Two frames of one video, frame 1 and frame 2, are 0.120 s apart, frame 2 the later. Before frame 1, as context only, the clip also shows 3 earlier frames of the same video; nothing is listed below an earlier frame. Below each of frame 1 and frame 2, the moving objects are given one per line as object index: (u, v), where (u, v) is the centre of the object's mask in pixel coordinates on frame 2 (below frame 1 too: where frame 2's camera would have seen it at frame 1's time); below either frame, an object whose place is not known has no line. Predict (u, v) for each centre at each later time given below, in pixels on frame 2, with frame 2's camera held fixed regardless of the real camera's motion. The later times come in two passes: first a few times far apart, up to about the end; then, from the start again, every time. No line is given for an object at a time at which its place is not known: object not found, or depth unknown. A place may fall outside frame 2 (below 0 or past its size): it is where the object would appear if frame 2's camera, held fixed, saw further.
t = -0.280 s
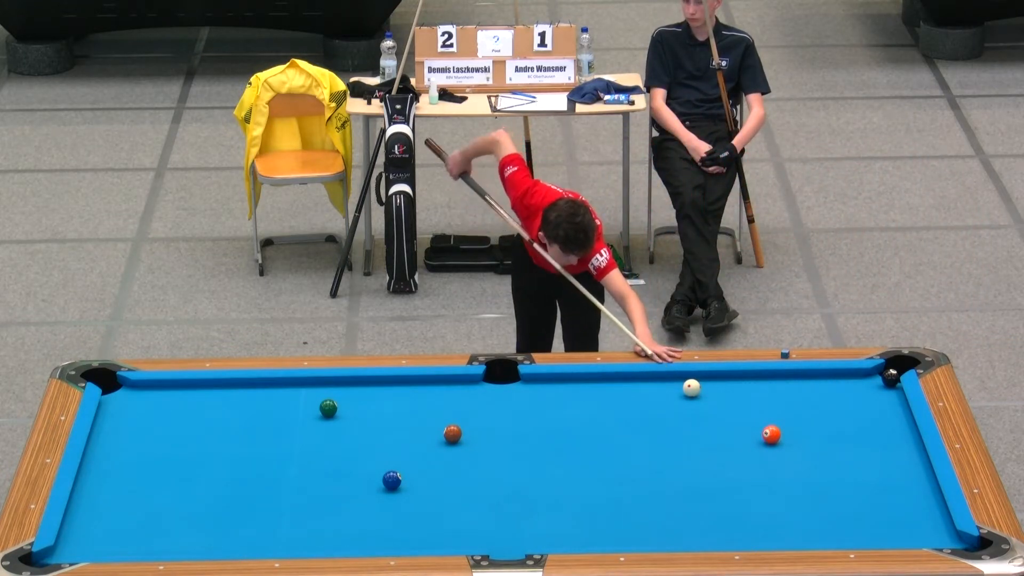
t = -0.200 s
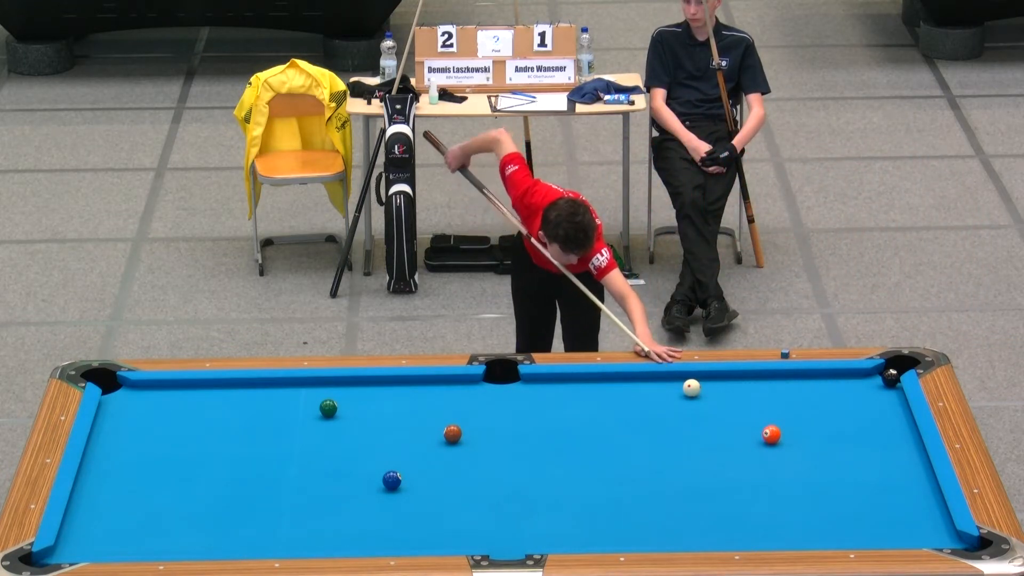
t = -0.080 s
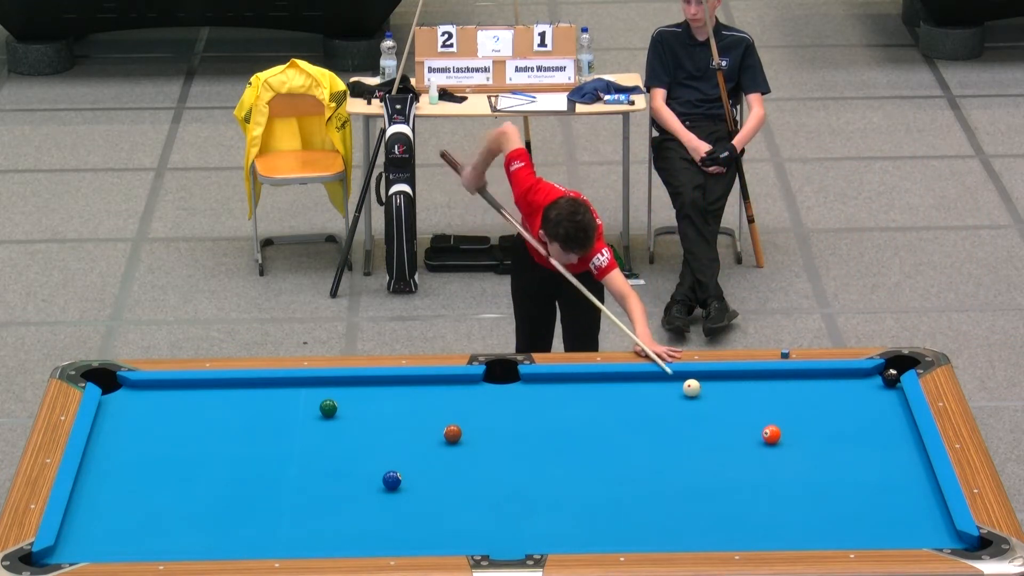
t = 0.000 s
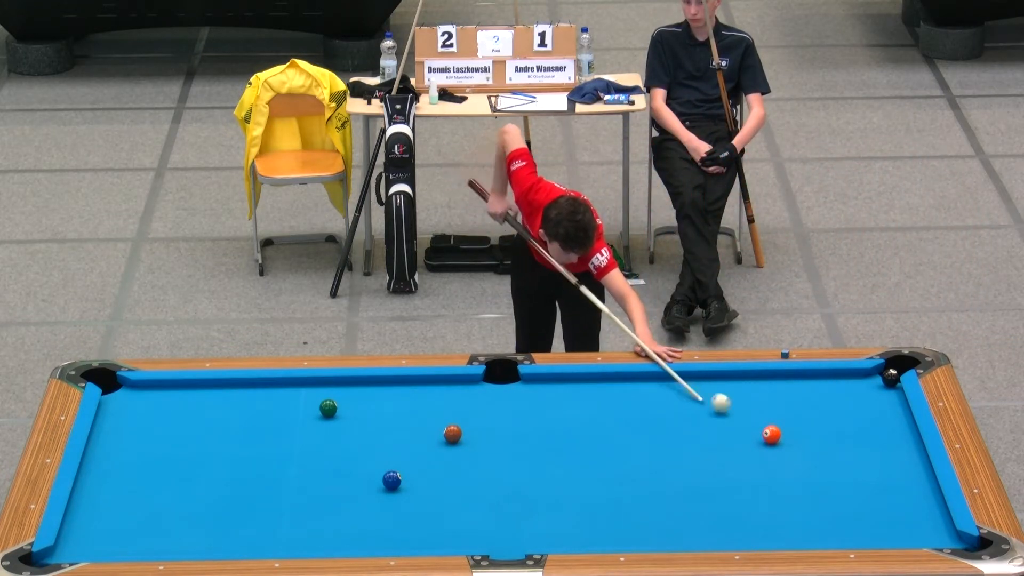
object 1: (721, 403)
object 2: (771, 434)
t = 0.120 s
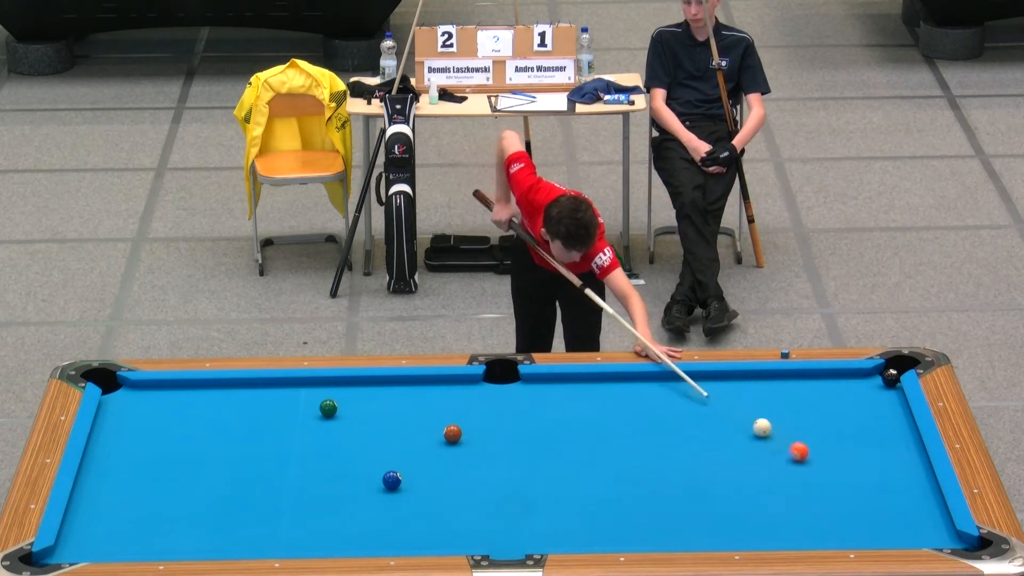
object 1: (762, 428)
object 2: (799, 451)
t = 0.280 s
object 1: (758, 422)
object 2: (883, 503)
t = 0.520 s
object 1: (742, 410)
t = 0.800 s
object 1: (726, 397)
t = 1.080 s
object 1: (711, 384)
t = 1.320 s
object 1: (700, 376)
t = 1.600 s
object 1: (694, 382)
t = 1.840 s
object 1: (690, 387)
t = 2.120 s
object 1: (686, 392)
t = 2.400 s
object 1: (683, 396)
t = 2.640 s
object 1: (680, 399)
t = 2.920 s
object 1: (678, 401)
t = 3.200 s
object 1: (676, 403)
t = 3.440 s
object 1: (675, 404)
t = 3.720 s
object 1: (675, 404)
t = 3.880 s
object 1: (675, 404)
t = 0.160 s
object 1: (762, 427)
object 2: (821, 464)
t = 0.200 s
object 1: (761, 426)
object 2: (842, 477)
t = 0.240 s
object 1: (760, 424)
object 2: (862, 490)
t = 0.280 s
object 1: (758, 422)
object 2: (883, 503)
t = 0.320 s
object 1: (755, 420)
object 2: (903, 516)
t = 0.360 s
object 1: (752, 418)
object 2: (923, 528)
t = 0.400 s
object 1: (750, 416)
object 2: (944, 538)
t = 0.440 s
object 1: (747, 414)
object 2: (967, 546)
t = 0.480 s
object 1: (745, 412)
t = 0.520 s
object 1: (742, 410)
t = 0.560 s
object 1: (740, 408)
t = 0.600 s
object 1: (737, 406)
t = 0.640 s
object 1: (735, 404)
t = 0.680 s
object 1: (733, 402)
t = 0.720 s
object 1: (730, 400)
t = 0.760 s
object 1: (728, 398)
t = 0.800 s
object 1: (726, 397)
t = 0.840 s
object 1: (723, 395)
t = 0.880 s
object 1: (721, 393)
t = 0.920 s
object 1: (719, 391)
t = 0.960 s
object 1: (717, 389)
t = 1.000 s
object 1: (715, 387)
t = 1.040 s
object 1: (713, 386)
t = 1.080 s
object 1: (711, 384)
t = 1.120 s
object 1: (708, 382)
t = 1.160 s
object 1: (707, 381)
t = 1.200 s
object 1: (705, 379)
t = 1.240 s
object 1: (703, 377)
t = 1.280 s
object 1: (701, 376)
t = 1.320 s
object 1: (700, 376)
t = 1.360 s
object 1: (699, 377)
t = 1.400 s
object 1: (698, 378)
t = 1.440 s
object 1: (697, 379)
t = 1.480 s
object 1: (697, 380)
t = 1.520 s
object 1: (696, 381)
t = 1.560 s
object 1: (695, 382)
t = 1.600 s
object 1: (694, 382)
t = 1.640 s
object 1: (694, 383)
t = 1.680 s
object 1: (693, 384)
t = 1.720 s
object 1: (692, 385)
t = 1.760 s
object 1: (691, 386)
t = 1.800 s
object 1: (691, 387)
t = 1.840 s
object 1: (690, 387)
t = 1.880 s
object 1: (690, 388)
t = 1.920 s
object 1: (689, 389)
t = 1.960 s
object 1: (689, 389)
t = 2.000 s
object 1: (688, 390)
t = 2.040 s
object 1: (688, 391)
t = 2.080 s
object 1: (687, 391)
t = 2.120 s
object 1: (686, 392)
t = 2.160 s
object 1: (686, 392)
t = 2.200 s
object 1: (685, 393)
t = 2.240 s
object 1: (685, 394)
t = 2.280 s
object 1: (684, 394)
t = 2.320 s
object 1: (684, 395)
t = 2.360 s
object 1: (683, 395)
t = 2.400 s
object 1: (683, 396)
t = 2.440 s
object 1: (683, 396)
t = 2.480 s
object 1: (682, 397)
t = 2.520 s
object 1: (682, 397)
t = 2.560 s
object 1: (681, 398)
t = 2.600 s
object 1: (681, 398)
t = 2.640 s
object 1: (680, 399)
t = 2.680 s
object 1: (680, 399)
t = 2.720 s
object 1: (680, 399)
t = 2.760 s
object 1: (679, 400)
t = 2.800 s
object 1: (679, 400)
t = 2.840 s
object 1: (679, 401)
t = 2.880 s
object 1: (678, 401)
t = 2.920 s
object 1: (678, 401)
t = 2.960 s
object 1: (678, 401)
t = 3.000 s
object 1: (677, 402)
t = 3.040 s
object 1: (677, 402)
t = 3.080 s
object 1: (677, 402)
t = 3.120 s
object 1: (677, 403)
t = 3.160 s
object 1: (676, 403)
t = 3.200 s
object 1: (676, 403)
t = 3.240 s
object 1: (676, 403)
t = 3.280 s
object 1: (676, 403)
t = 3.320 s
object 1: (675, 404)
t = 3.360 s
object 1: (675, 404)
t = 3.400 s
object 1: (675, 404)
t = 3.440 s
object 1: (675, 404)
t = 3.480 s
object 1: (675, 404)
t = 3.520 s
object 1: (675, 404)
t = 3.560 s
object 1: (675, 404)
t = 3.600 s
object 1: (675, 404)
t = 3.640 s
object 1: (675, 404)
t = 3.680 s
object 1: (675, 404)
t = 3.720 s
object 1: (675, 404)
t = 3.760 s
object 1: (675, 404)
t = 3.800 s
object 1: (675, 404)
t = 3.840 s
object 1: (675, 404)
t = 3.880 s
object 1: (675, 404)
